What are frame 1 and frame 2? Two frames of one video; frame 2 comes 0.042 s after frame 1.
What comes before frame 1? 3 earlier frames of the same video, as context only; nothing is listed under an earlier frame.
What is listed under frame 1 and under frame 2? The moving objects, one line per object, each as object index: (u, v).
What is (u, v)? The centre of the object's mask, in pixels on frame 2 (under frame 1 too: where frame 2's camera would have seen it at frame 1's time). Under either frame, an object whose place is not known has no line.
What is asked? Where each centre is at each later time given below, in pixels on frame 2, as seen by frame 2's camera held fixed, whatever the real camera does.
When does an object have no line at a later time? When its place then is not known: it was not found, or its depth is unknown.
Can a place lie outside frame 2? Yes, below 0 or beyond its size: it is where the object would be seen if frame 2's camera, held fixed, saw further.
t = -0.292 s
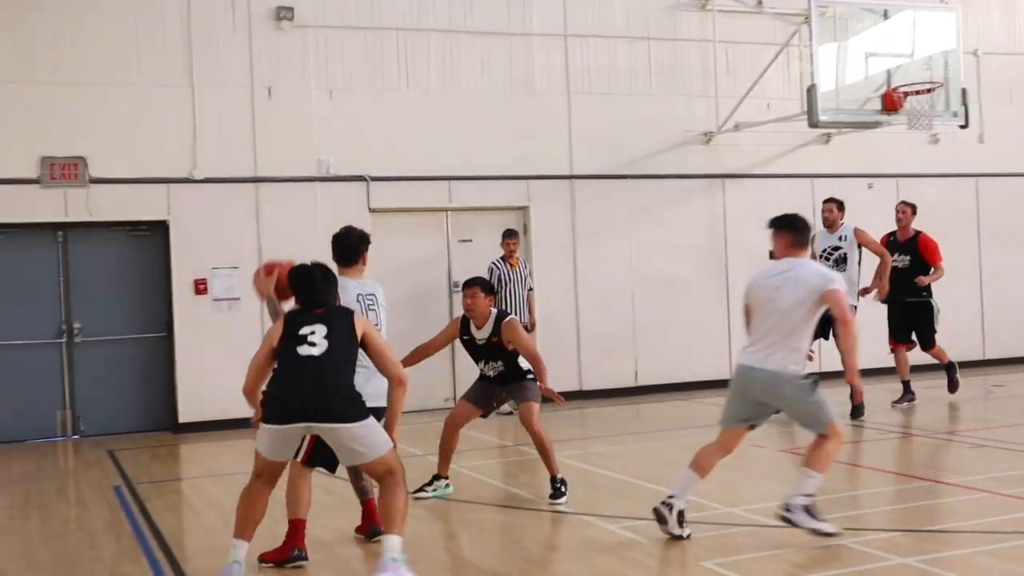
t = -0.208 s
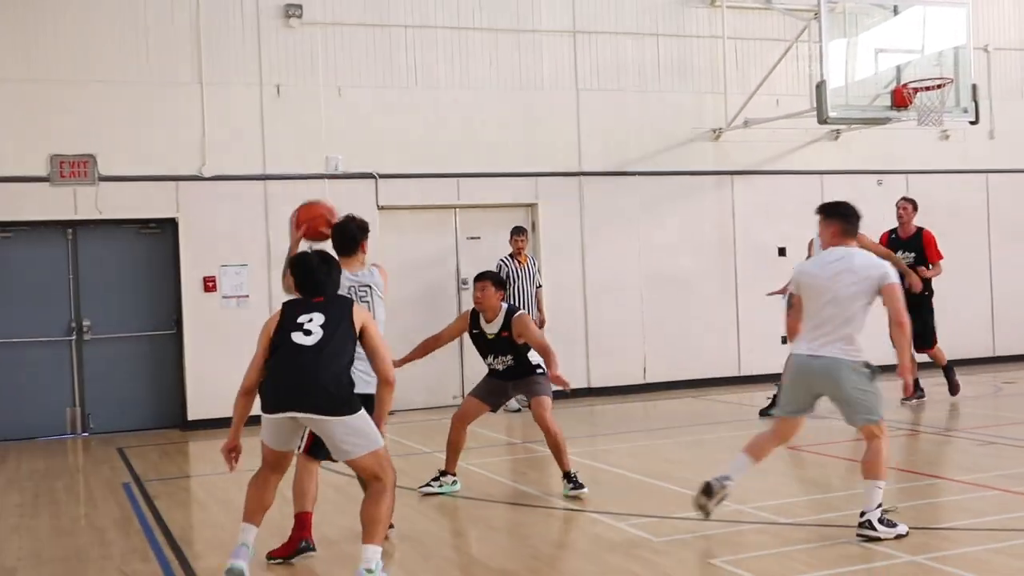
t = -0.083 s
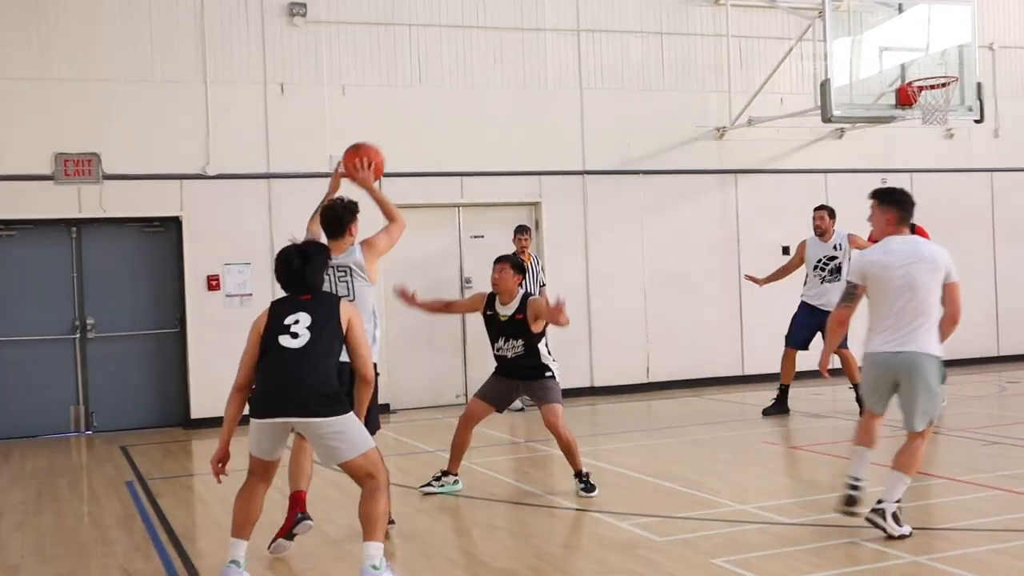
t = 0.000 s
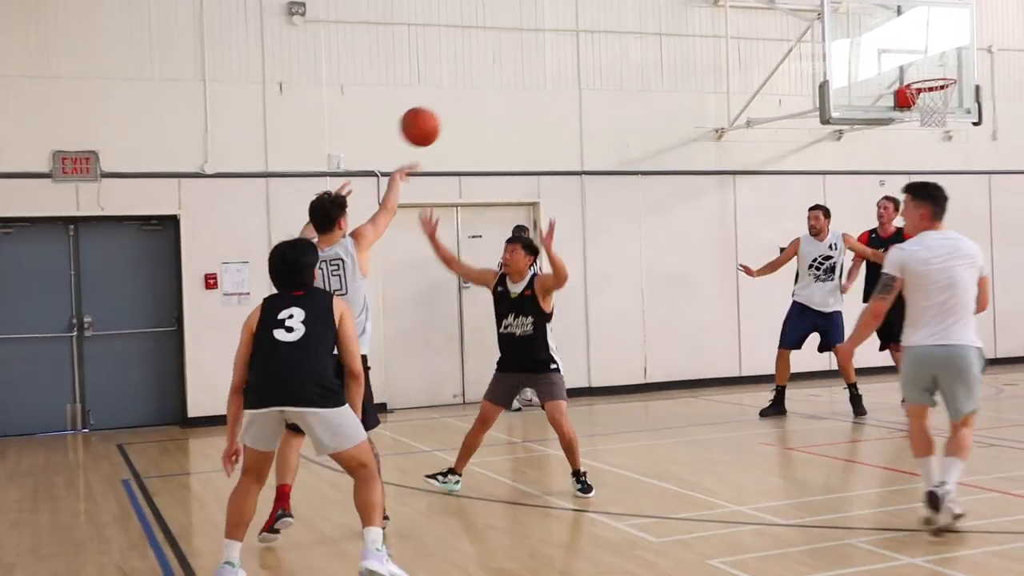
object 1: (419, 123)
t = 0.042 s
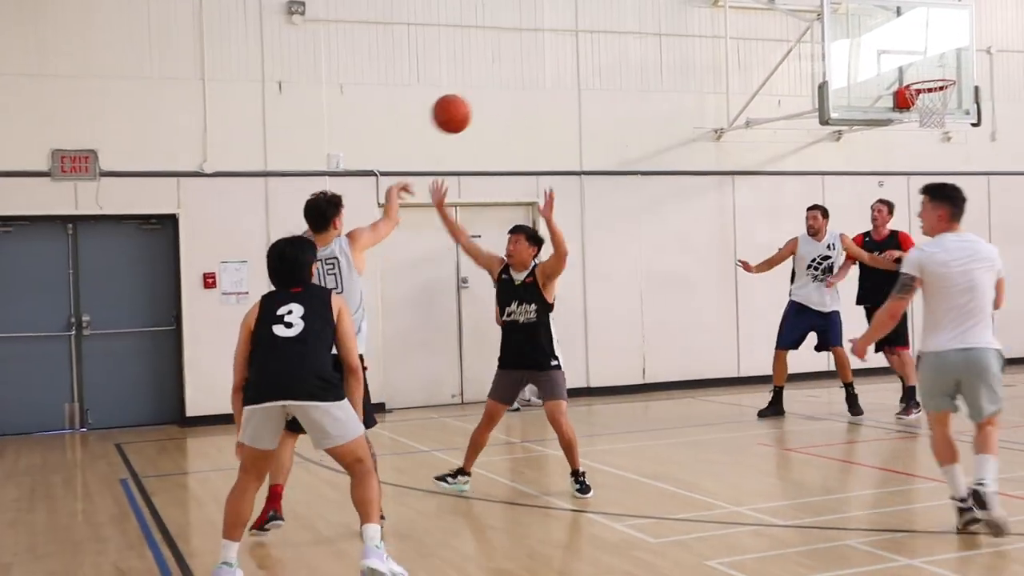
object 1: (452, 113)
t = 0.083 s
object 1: (483, 106)
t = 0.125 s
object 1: (512, 101)
